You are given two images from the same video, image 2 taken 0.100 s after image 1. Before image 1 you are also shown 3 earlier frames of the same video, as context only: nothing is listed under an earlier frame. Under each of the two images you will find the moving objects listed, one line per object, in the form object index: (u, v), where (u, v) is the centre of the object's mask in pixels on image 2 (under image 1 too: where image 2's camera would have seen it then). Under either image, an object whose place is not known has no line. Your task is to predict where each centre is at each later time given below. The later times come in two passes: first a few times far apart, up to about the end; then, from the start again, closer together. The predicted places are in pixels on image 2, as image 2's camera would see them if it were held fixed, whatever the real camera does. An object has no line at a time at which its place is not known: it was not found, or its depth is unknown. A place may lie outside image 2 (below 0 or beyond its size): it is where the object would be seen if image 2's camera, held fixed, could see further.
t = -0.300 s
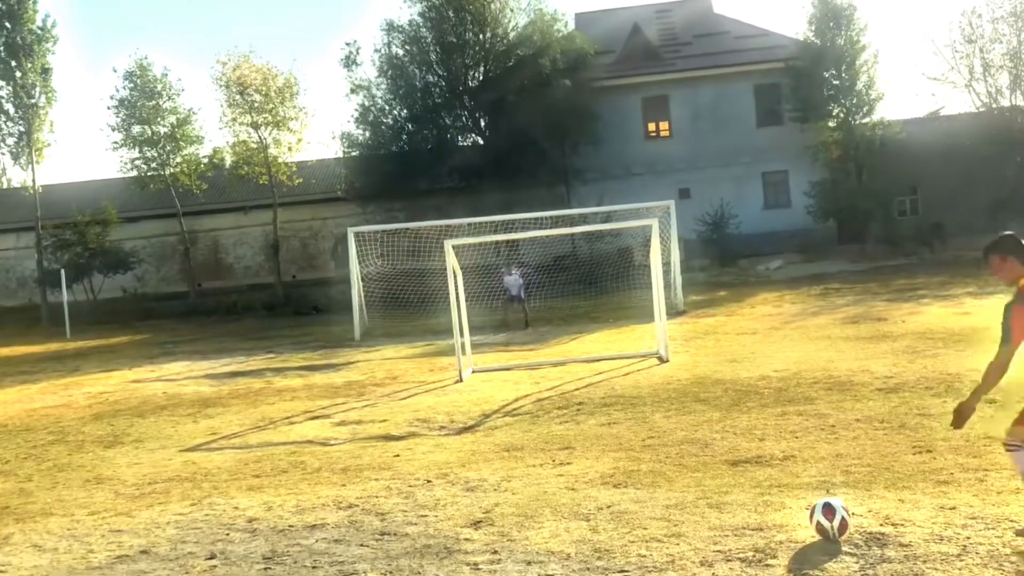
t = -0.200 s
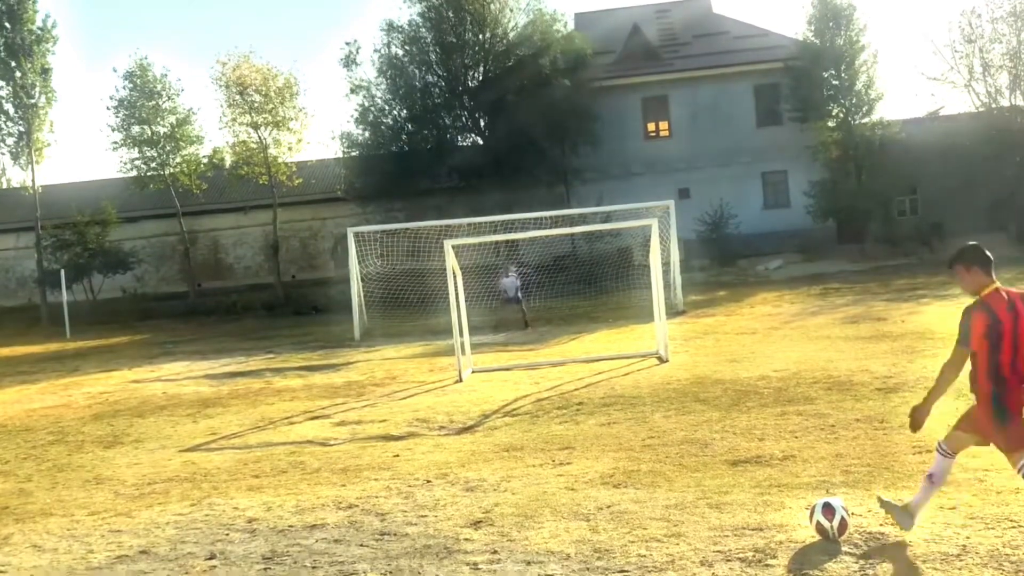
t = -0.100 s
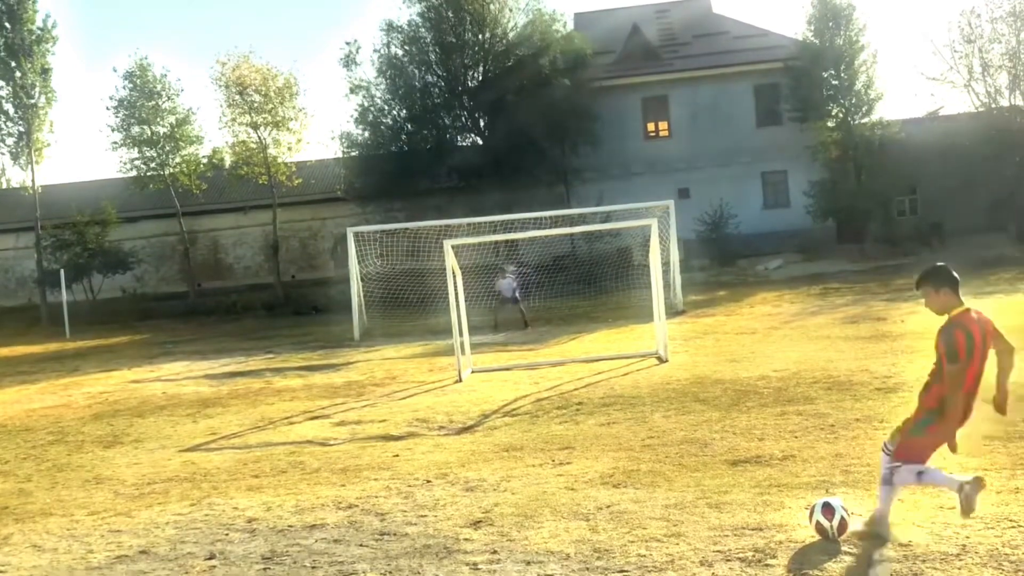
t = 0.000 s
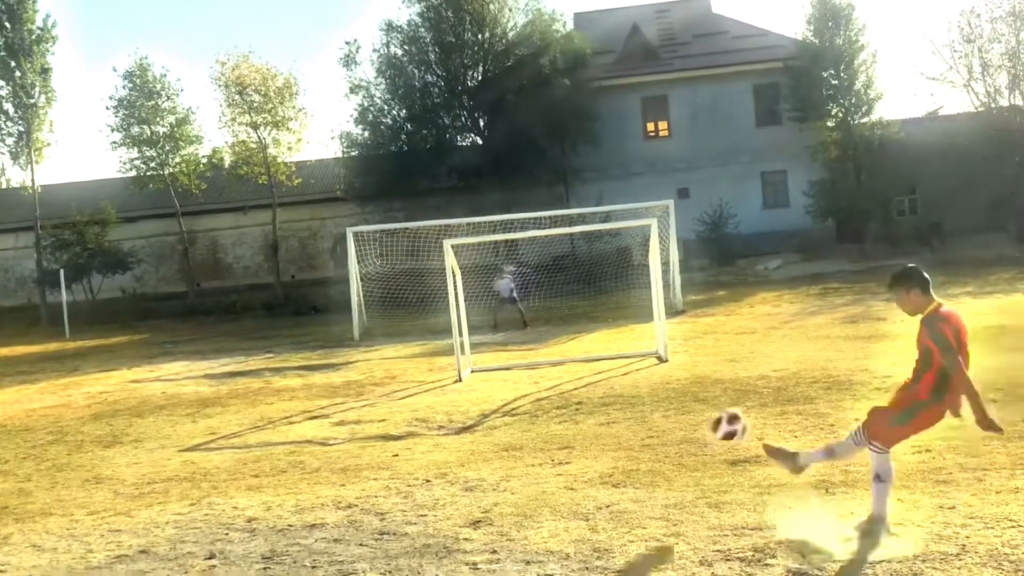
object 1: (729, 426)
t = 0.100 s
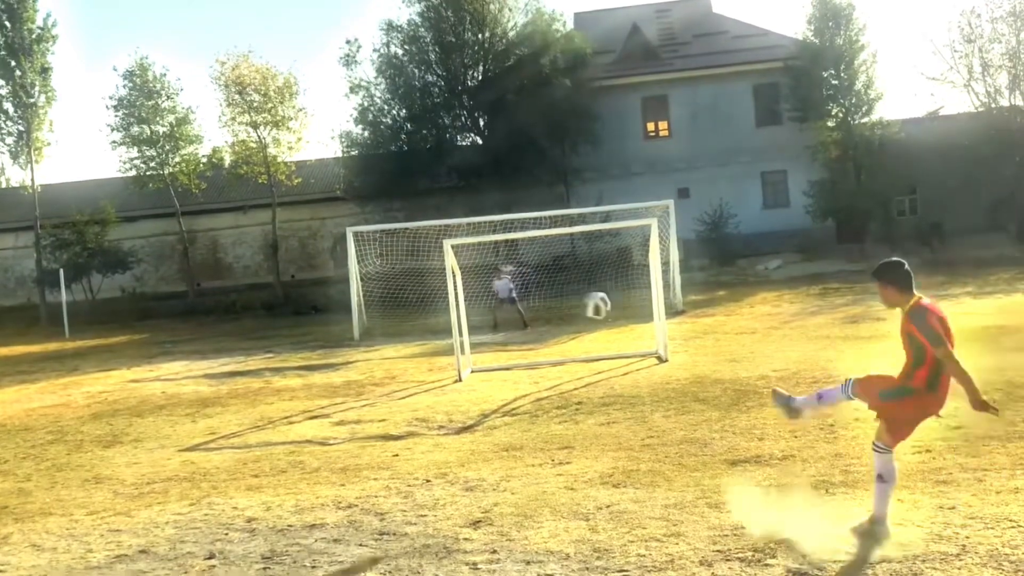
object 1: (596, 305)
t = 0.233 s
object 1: (498, 225)
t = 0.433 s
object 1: (421, 184)
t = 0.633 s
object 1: (389, 184)
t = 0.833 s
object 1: (376, 206)
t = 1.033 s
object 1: (373, 239)
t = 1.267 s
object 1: (367, 279)
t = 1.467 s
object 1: (379, 313)
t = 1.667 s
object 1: (389, 309)
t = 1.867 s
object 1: (396, 294)
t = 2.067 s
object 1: (407, 295)
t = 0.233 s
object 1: (498, 225)
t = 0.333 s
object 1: (453, 198)
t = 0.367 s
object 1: (441, 192)
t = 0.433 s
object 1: (421, 184)
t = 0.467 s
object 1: (414, 182)
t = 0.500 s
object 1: (408, 181)
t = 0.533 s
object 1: (403, 181)
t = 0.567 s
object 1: (397, 182)
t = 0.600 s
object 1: (393, 183)
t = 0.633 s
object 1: (389, 184)
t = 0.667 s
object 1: (385, 186)
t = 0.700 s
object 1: (383, 190)
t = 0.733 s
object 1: (381, 193)
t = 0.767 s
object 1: (380, 196)
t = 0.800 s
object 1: (377, 201)
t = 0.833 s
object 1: (376, 206)
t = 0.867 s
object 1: (374, 213)
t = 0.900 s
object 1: (375, 216)
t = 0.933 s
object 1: (373, 221)
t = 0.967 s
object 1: (372, 227)
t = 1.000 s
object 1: (375, 232)
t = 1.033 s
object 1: (373, 239)
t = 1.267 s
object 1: (367, 279)
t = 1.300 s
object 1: (366, 285)
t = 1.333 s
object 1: (368, 289)
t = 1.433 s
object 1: (377, 307)
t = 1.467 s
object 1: (379, 313)
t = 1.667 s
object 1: (389, 309)
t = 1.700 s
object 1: (390, 306)
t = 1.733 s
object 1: (391, 304)
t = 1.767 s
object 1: (393, 300)
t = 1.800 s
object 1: (393, 298)
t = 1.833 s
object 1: (395, 296)
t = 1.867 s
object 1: (396, 294)
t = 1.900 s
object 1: (396, 293)
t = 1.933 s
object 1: (398, 293)
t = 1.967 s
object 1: (399, 293)
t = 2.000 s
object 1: (402, 293)
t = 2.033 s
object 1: (405, 293)
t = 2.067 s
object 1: (407, 295)
